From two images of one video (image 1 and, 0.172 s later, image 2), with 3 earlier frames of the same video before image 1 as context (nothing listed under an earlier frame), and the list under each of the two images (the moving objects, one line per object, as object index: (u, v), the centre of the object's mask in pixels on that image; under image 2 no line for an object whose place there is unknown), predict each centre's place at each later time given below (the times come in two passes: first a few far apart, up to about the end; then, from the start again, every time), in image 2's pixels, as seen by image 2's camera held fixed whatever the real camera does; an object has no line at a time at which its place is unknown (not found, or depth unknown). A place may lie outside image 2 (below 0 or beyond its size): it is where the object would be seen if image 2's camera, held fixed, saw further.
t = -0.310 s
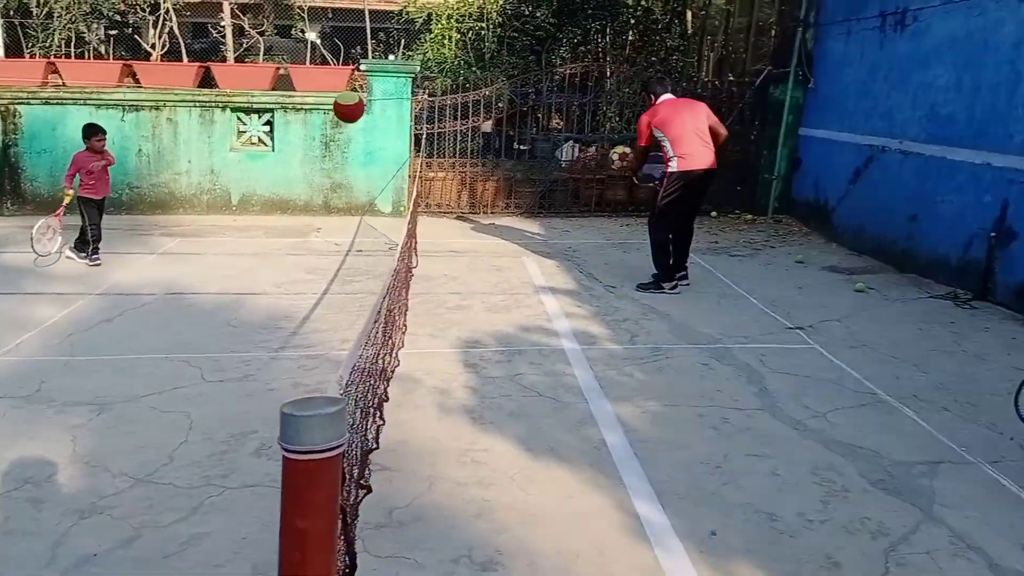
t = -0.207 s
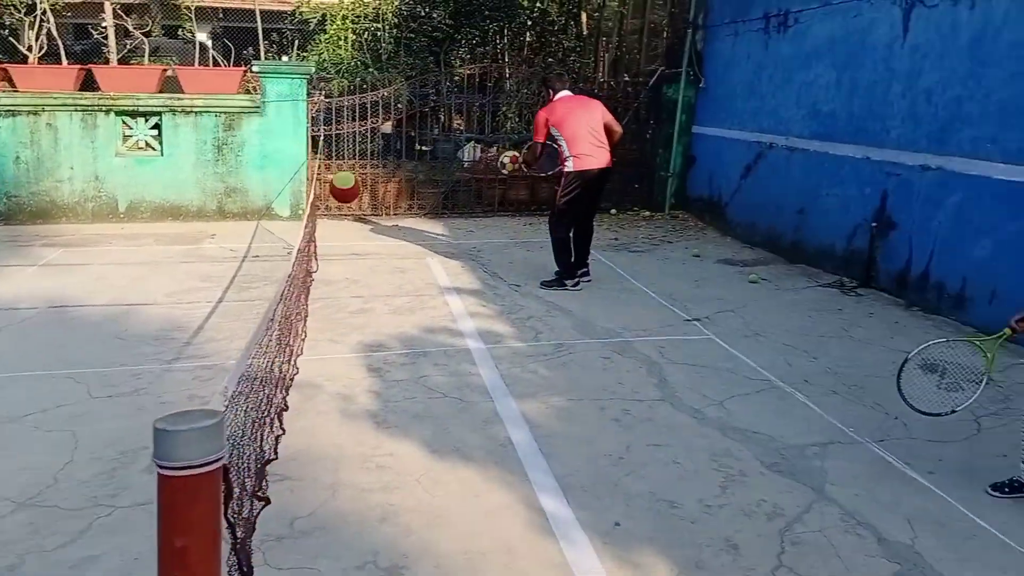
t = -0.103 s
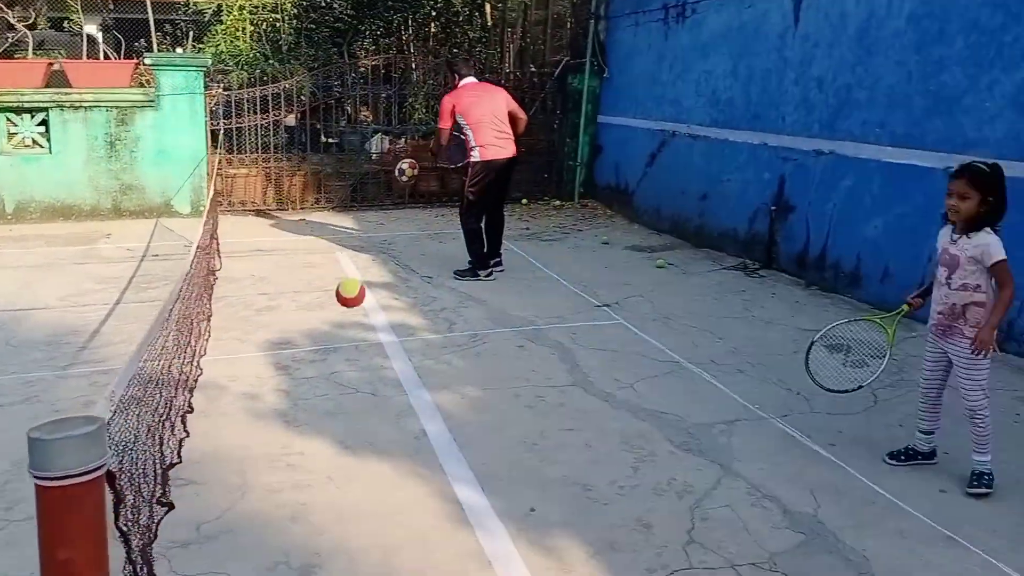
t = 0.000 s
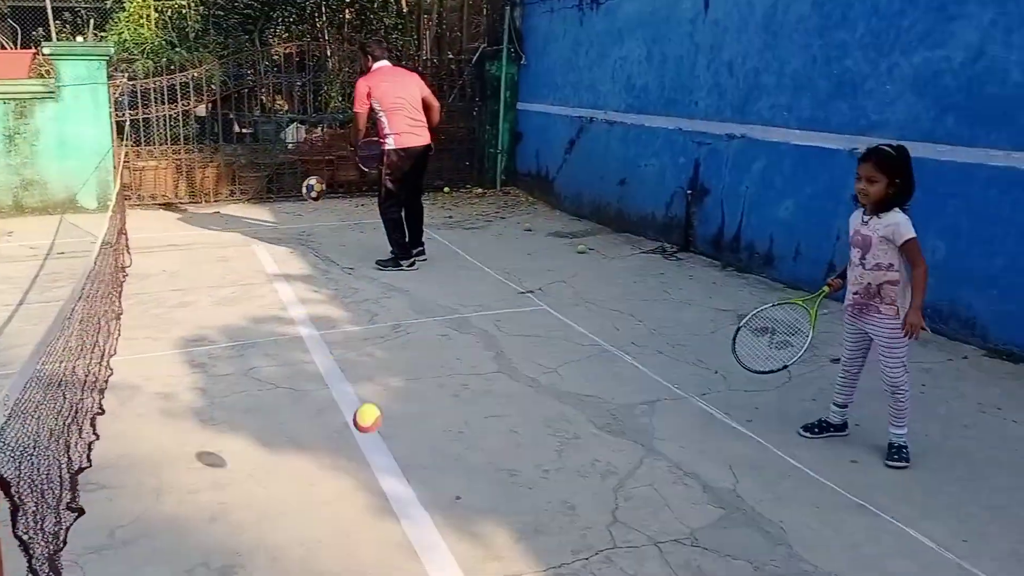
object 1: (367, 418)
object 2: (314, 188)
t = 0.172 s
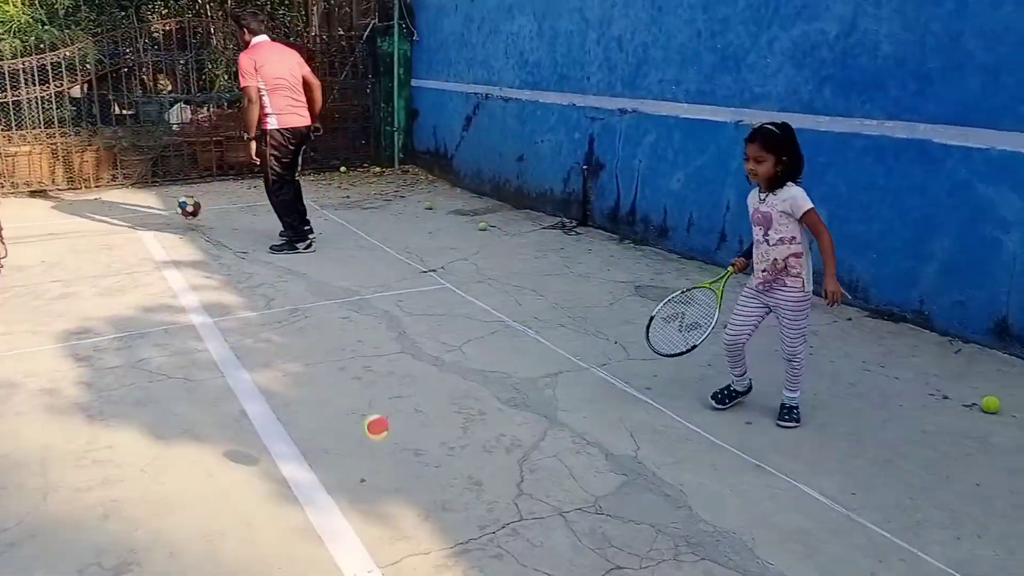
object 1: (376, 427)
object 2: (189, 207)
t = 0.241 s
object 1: (399, 367)
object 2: (177, 188)
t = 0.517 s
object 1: (496, 268)
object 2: (142, 164)
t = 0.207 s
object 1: (388, 396)
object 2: (183, 197)
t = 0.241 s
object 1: (399, 367)
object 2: (177, 188)
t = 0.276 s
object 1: (411, 342)
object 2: (171, 180)
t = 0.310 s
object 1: (423, 320)
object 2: (166, 174)
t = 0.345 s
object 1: (435, 303)
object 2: (160, 169)
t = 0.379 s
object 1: (446, 289)
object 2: (156, 166)
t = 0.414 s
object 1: (458, 278)
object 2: (152, 163)
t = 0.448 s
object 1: (471, 270)
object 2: (148, 162)
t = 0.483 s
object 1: (483, 267)
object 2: (144, 162)
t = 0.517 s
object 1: (496, 268)
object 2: (142, 164)
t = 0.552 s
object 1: (507, 272)
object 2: (138, 167)
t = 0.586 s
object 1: (520, 279)
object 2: (134, 171)
